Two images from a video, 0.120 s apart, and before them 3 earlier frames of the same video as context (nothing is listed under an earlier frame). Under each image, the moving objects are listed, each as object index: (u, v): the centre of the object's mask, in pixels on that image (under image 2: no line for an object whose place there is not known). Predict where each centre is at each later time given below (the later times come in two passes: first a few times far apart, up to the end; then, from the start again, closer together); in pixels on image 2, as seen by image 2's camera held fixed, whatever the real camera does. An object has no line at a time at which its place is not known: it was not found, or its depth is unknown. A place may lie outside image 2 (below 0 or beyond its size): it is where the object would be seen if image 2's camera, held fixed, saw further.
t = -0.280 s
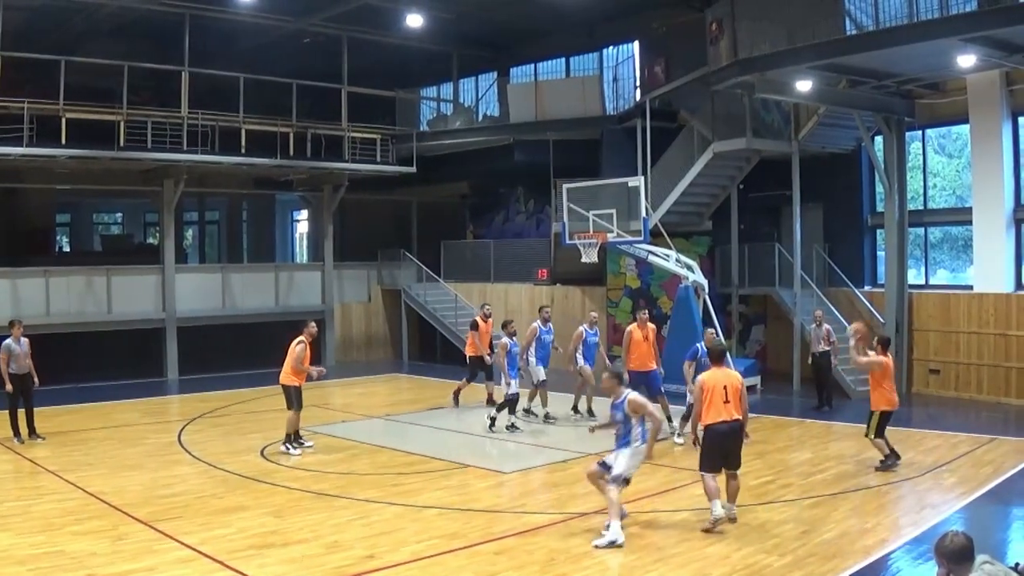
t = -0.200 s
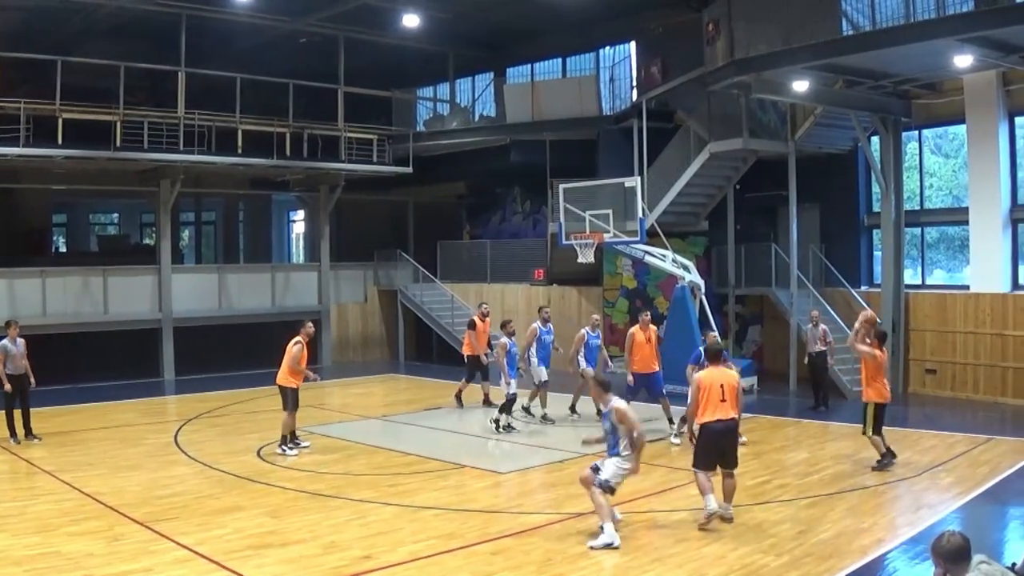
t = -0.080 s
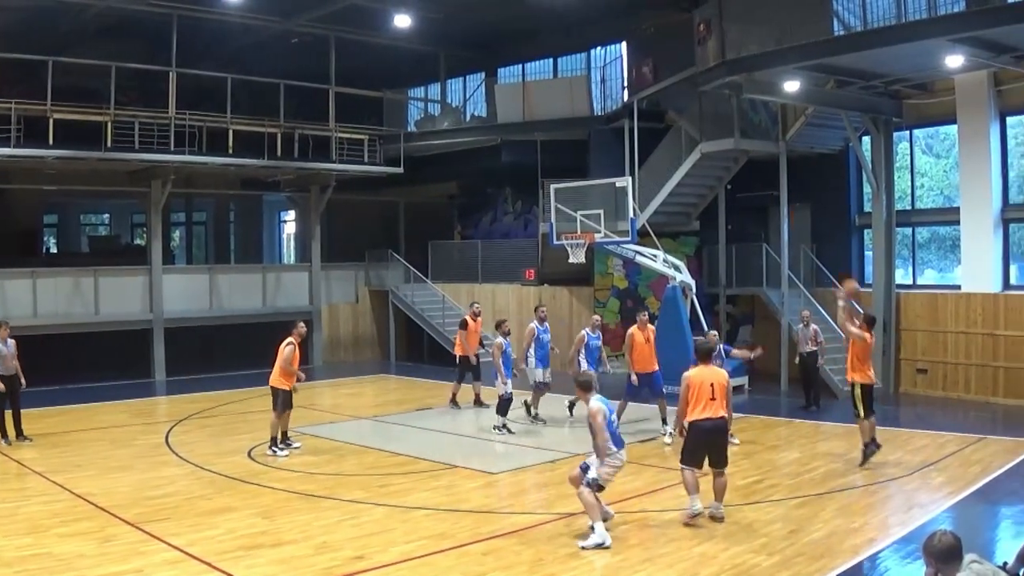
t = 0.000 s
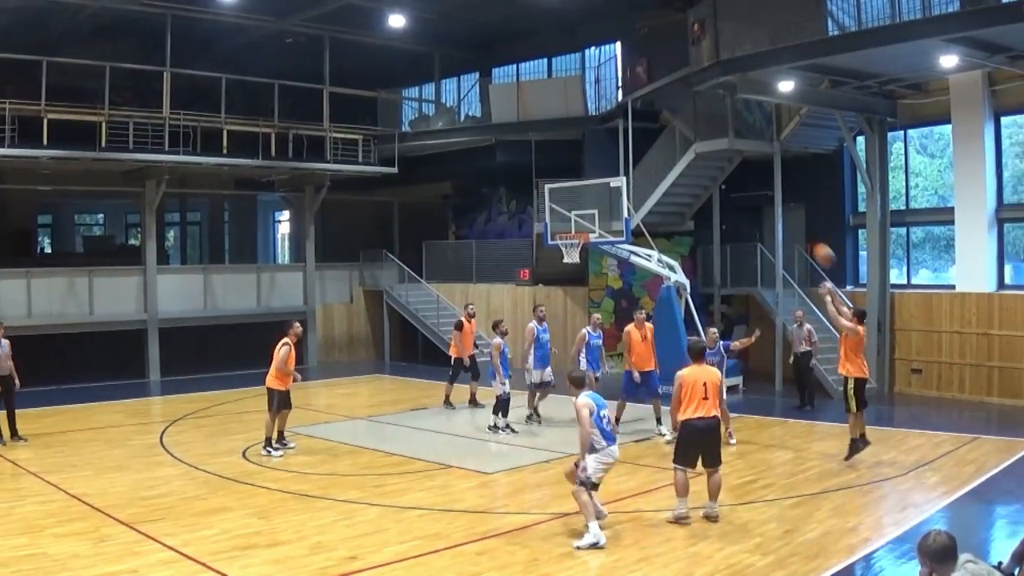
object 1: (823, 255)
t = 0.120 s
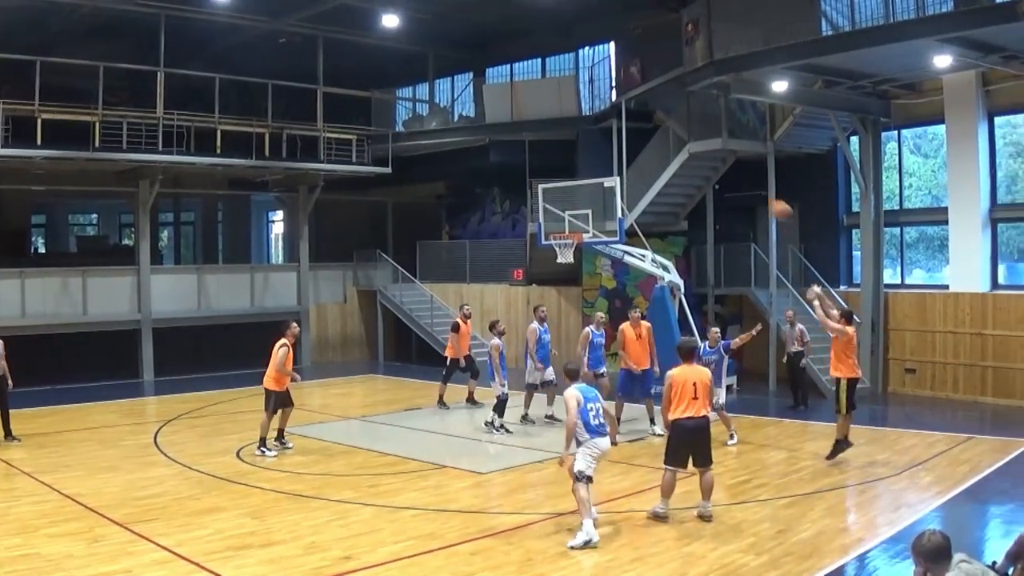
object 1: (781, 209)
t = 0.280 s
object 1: (732, 172)
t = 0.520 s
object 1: (669, 151)
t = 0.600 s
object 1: (651, 154)
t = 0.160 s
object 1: (768, 197)
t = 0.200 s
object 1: (756, 188)
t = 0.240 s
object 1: (745, 180)
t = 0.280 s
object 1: (732, 172)
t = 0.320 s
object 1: (721, 166)
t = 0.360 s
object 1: (710, 160)
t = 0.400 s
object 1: (699, 156)
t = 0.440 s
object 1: (689, 154)
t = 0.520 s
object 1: (669, 151)
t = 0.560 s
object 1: (661, 152)
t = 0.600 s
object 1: (651, 154)
